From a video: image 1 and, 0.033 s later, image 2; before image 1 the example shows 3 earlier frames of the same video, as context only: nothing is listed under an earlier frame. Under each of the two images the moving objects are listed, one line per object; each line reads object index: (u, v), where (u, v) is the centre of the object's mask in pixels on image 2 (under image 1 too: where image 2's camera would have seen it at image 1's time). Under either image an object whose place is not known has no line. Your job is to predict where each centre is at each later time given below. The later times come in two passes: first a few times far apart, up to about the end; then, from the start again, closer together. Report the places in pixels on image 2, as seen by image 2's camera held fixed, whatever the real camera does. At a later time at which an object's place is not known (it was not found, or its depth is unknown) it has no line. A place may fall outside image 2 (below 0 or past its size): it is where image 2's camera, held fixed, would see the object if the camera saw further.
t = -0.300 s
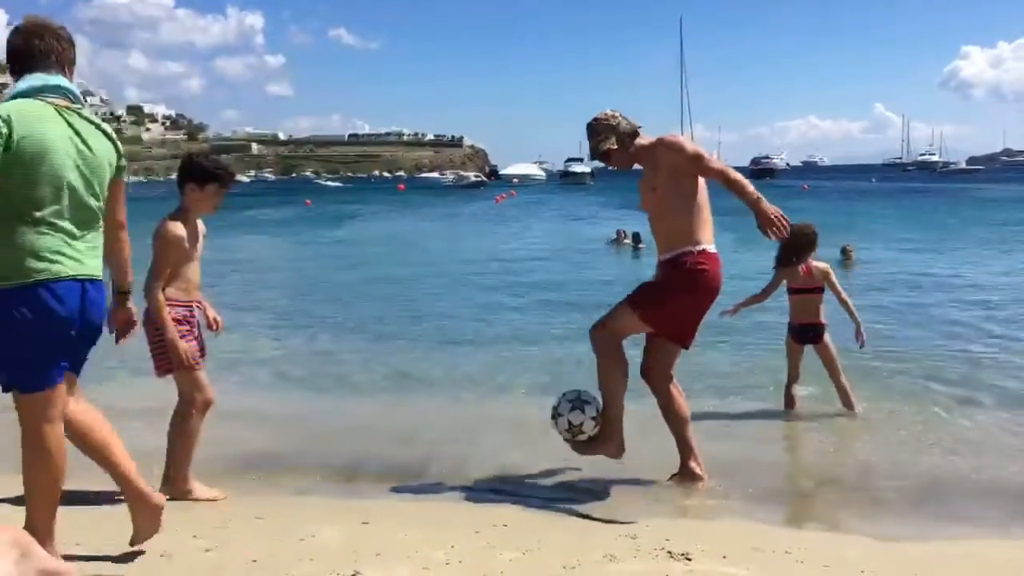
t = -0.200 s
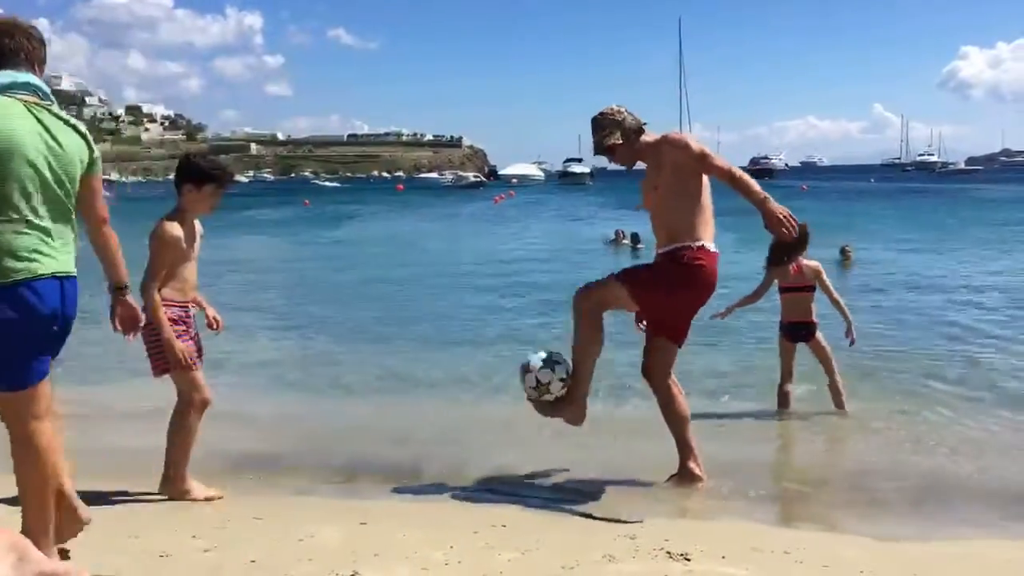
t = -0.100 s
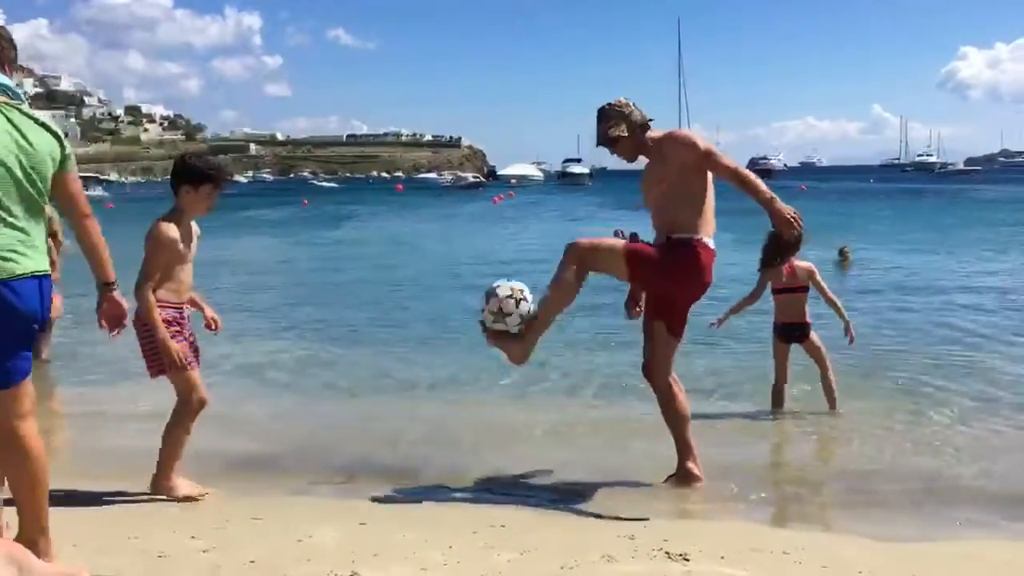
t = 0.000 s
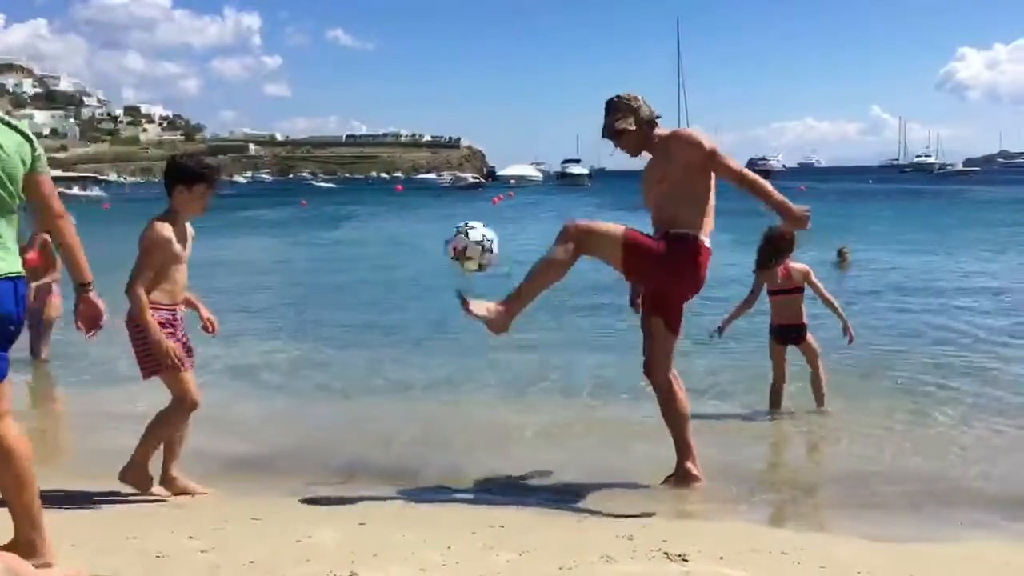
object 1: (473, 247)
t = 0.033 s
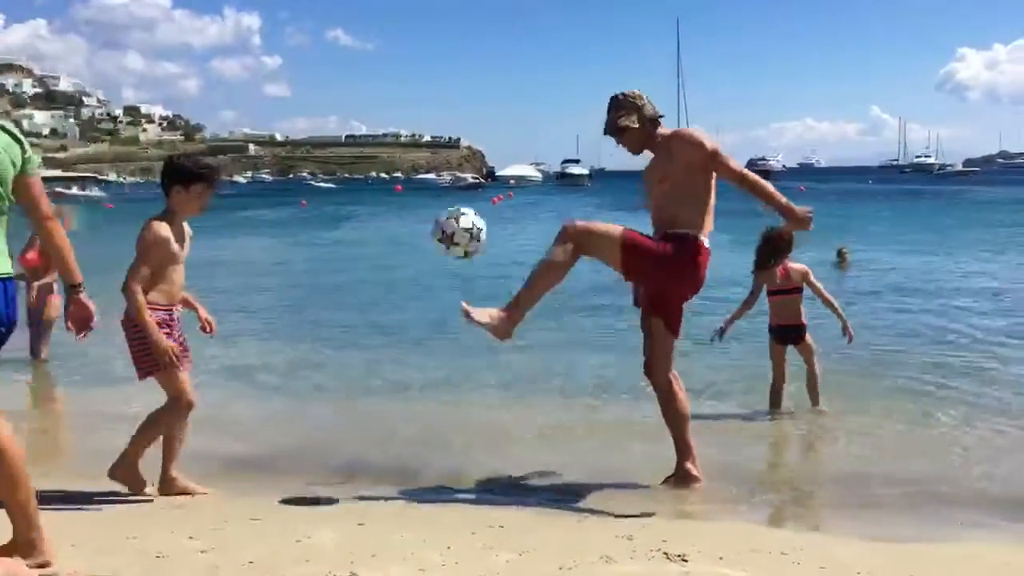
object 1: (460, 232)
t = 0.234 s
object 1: (389, 198)
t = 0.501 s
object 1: (297, 294)
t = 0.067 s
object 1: (448, 220)
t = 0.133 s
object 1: (426, 202)
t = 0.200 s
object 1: (401, 197)
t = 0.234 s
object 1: (389, 198)
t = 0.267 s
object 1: (377, 200)
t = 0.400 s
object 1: (331, 238)
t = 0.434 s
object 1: (320, 254)
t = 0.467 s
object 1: (308, 274)
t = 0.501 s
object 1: (297, 294)
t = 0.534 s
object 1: (285, 316)
